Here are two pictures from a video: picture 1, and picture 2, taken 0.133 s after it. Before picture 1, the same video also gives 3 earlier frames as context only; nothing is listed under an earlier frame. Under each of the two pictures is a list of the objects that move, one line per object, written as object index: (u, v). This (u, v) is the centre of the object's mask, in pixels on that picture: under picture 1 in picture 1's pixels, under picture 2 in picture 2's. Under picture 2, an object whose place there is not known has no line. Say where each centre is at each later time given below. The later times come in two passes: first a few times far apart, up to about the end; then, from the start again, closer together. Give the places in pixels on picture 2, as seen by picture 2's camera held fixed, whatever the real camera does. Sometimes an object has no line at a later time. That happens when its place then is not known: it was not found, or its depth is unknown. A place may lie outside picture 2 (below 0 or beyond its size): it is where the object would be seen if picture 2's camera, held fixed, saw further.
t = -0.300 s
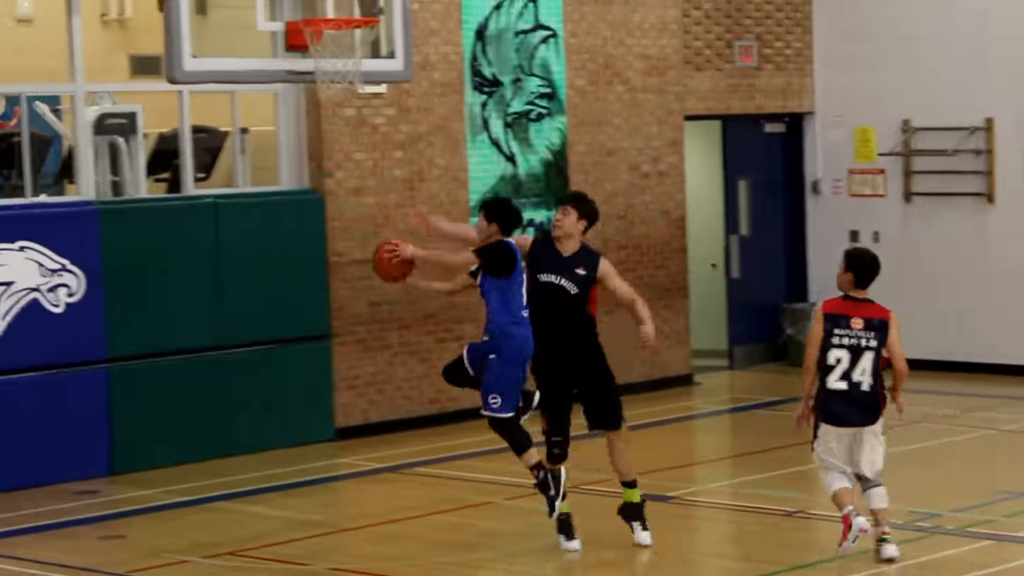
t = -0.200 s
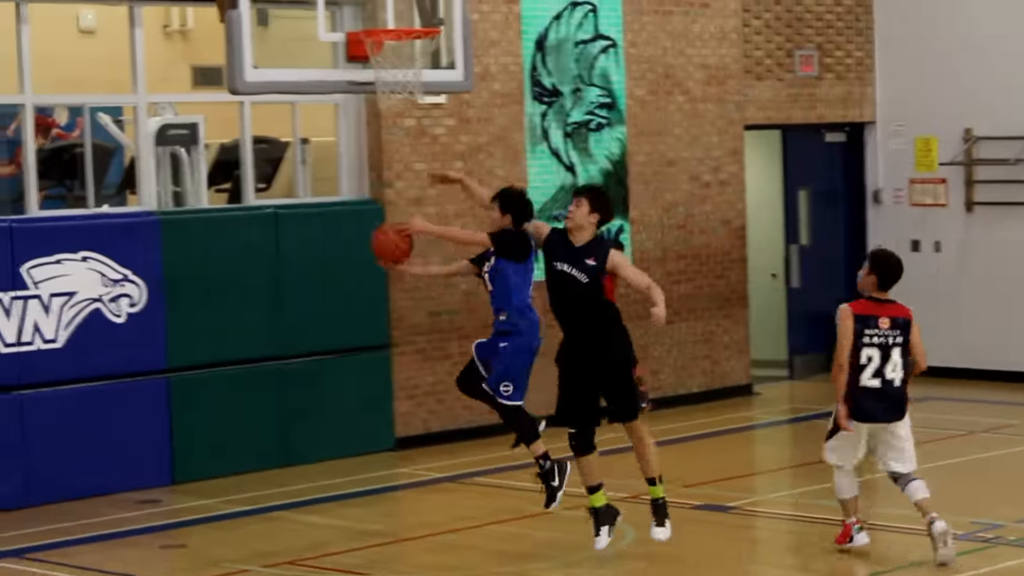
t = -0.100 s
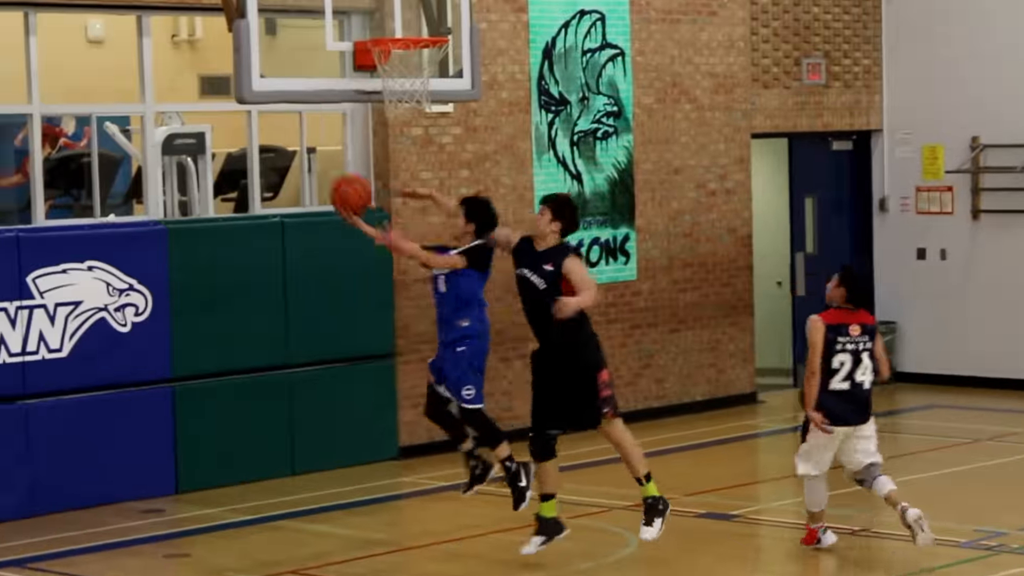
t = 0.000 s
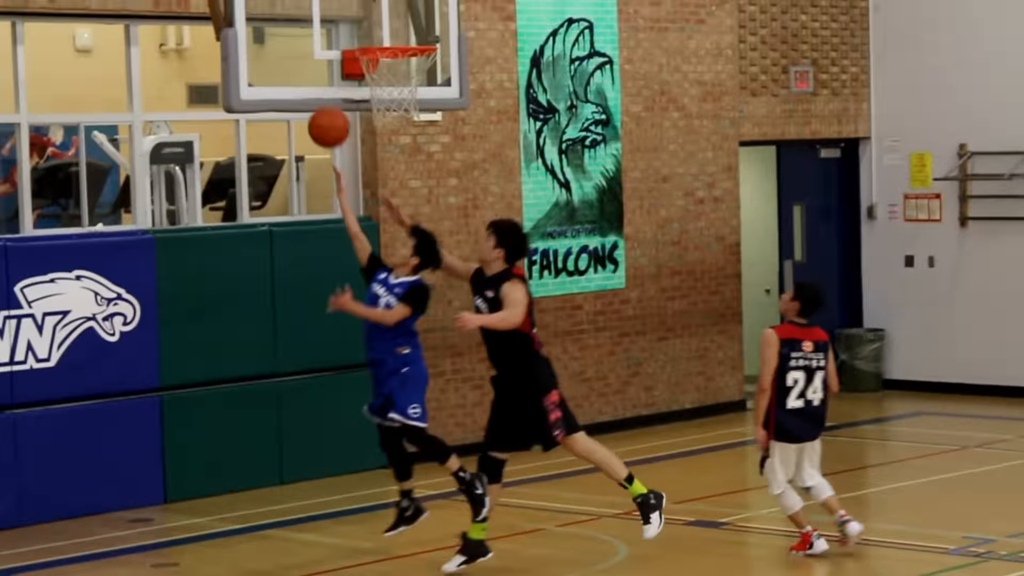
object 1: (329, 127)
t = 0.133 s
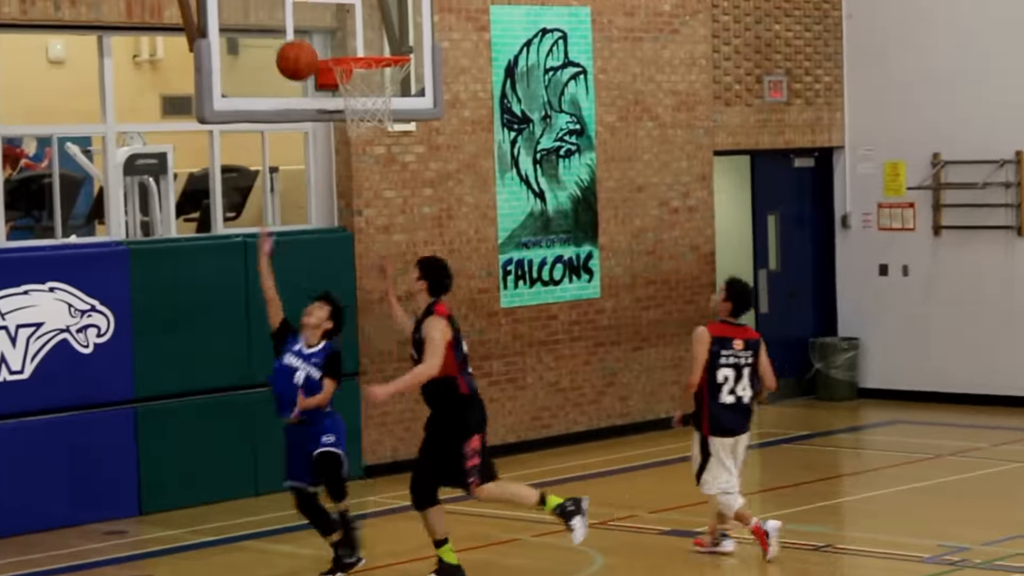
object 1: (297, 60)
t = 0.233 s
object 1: (293, 23)
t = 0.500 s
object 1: (321, -1)
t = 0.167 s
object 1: (295, 46)
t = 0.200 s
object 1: (295, 33)
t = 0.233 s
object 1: (293, 23)
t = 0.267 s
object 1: (292, 15)
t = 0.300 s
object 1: (291, 8)
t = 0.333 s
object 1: (290, 4)
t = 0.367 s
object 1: (291, 1)
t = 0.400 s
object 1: (298, -1)
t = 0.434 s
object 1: (305, -2)
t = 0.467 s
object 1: (313, -2)
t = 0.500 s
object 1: (321, -1)
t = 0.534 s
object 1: (329, 2)
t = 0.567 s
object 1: (337, 6)
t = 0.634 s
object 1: (354, 23)
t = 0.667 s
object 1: (362, 35)
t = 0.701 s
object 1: (370, 44)
